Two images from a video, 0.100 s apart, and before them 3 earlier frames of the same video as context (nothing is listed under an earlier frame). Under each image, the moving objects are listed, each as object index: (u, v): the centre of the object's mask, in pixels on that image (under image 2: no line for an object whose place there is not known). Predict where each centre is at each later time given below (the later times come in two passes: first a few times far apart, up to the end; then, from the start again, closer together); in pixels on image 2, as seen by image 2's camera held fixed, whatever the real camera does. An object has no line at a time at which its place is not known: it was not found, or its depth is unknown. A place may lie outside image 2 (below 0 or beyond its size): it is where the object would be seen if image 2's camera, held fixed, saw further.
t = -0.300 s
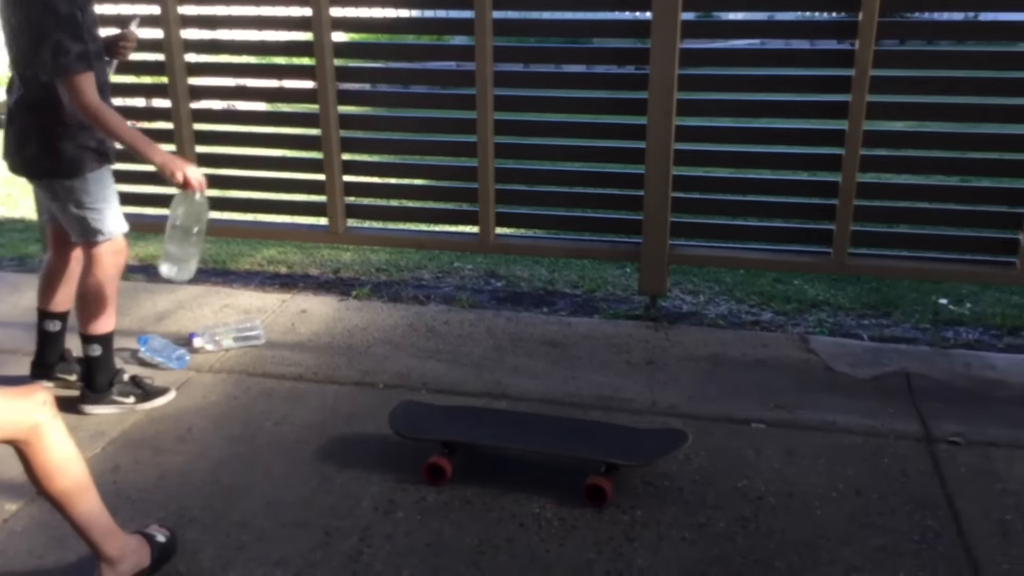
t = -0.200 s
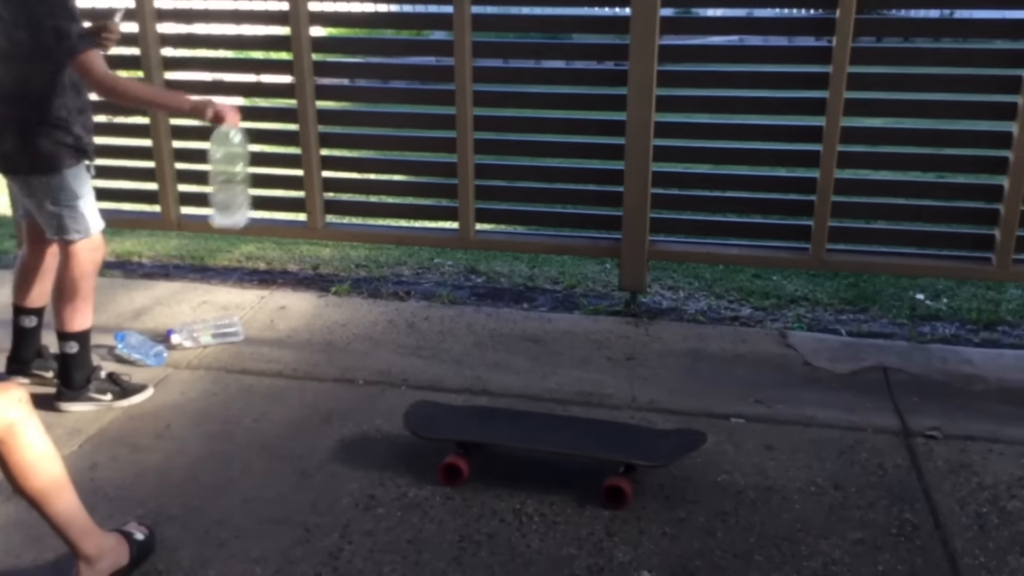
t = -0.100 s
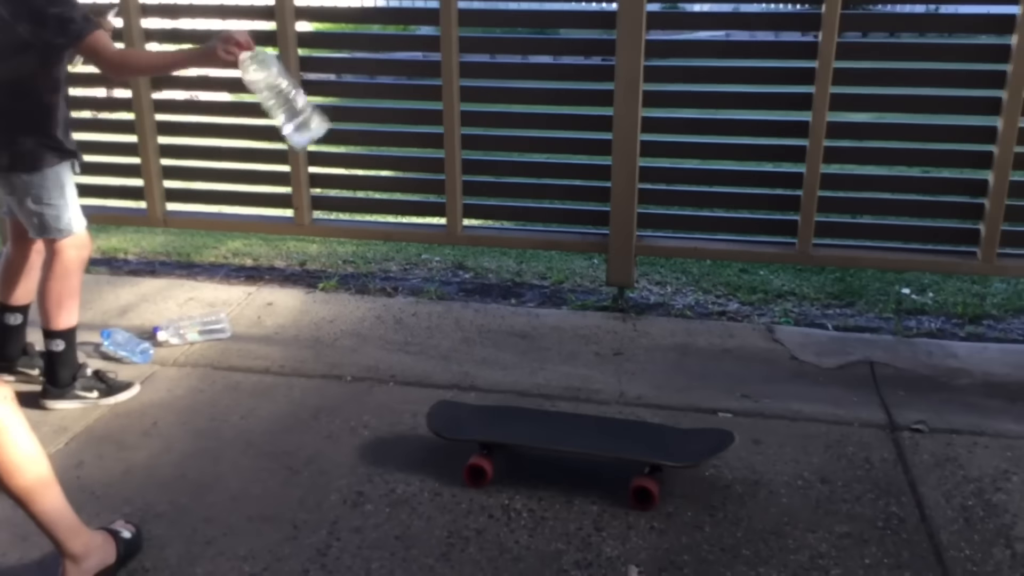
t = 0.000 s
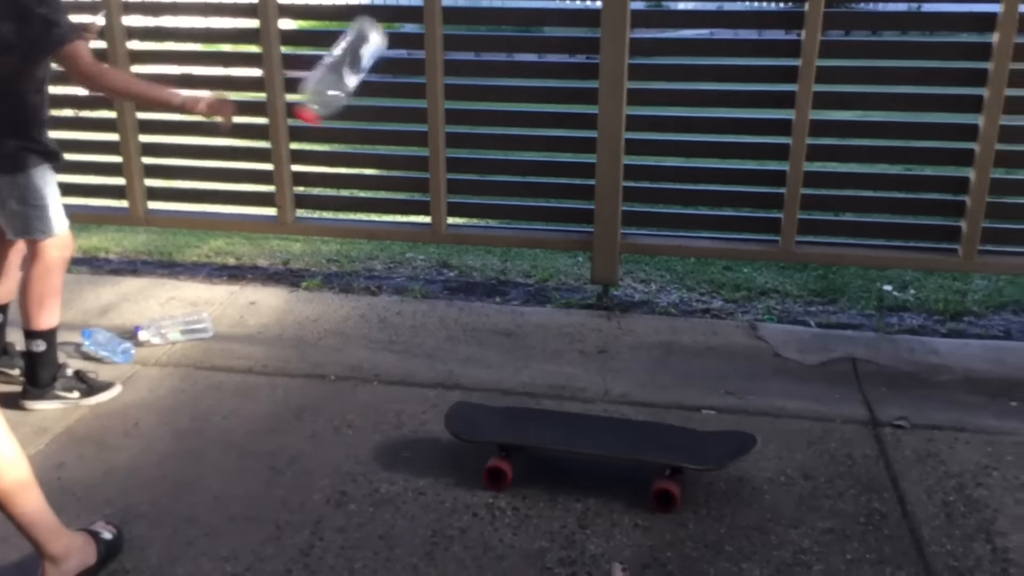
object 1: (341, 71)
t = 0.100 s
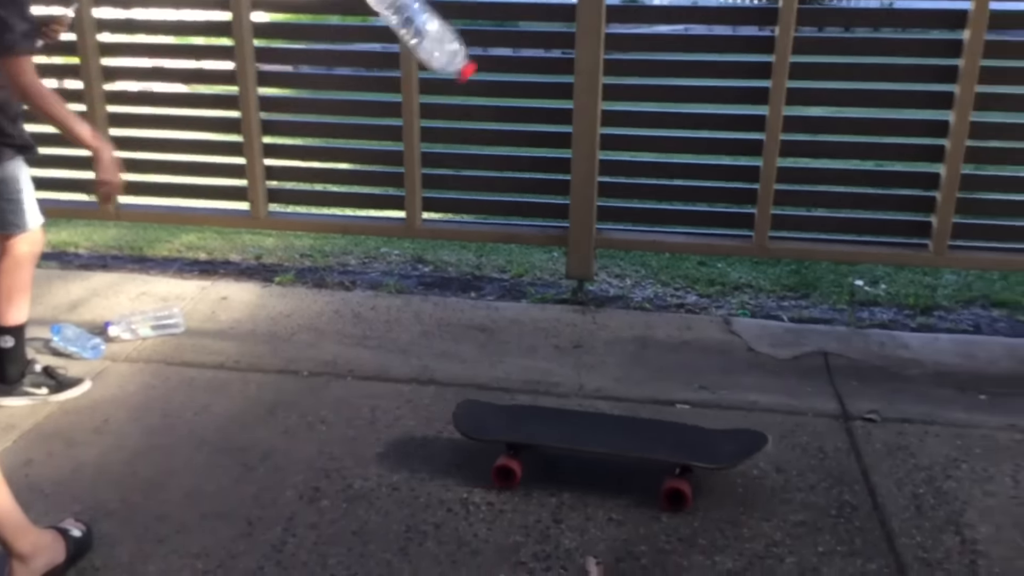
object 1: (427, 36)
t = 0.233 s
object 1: (535, 49)
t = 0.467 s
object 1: (721, 294)
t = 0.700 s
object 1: (842, 394)
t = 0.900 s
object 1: (912, 413)
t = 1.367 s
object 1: (1080, 434)
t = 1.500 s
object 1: (1116, 448)
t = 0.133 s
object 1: (456, 30)
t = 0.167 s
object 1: (483, 30)
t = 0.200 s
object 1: (508, 36)
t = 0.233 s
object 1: (535, 49)
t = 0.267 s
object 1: (565, 69)
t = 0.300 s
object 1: (593, 96)
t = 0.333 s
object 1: (620, 126)
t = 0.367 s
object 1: (648, 162)
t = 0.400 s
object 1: (674, 204)
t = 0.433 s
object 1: (696, 242)
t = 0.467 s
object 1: (721, 294)
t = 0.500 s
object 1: (746, 348)
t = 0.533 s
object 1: (768, 386)
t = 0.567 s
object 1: (786, 387)
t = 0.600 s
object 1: (802, 388)
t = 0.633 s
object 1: (816, 390)
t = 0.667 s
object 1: (829, 391)
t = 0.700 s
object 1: (842, 394)
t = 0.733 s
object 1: (855, 394)
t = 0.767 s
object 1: (867, 398)
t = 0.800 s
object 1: (880, 400)
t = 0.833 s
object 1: (891, 403)
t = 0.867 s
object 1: (902, 407)
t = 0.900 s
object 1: (912, 413)
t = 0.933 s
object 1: (924, 415)
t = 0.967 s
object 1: (937, 417)
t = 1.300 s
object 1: (1057, 430)
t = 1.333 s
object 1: (1068, 433)
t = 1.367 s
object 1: (1080, 434)
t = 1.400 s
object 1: (1083, 434)
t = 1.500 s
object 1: (1116, 448)
